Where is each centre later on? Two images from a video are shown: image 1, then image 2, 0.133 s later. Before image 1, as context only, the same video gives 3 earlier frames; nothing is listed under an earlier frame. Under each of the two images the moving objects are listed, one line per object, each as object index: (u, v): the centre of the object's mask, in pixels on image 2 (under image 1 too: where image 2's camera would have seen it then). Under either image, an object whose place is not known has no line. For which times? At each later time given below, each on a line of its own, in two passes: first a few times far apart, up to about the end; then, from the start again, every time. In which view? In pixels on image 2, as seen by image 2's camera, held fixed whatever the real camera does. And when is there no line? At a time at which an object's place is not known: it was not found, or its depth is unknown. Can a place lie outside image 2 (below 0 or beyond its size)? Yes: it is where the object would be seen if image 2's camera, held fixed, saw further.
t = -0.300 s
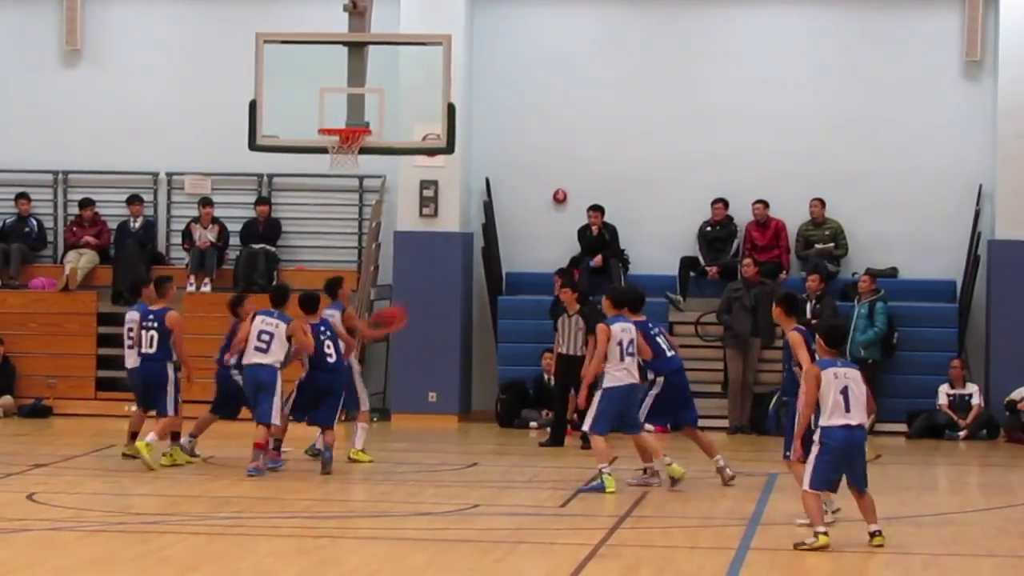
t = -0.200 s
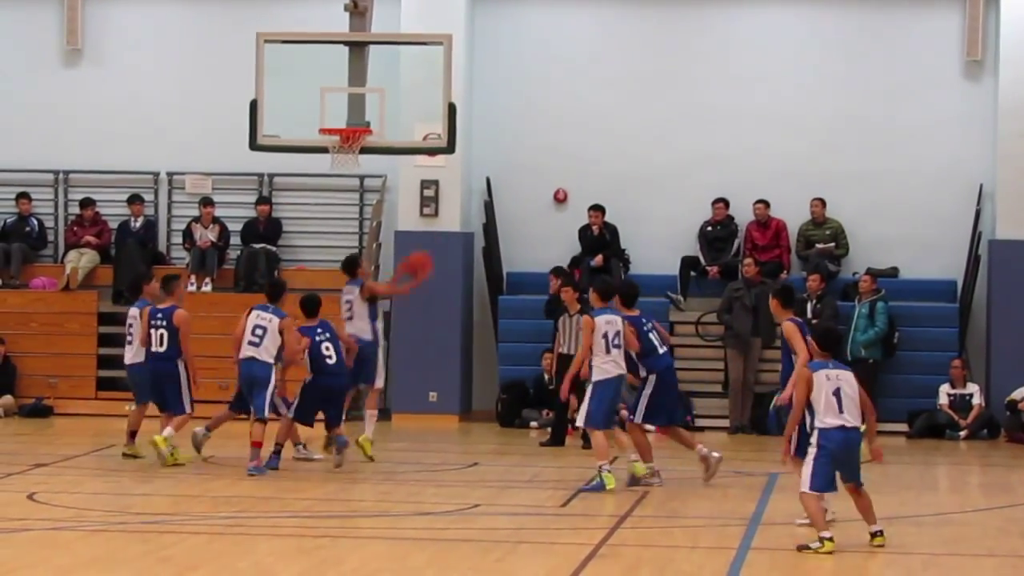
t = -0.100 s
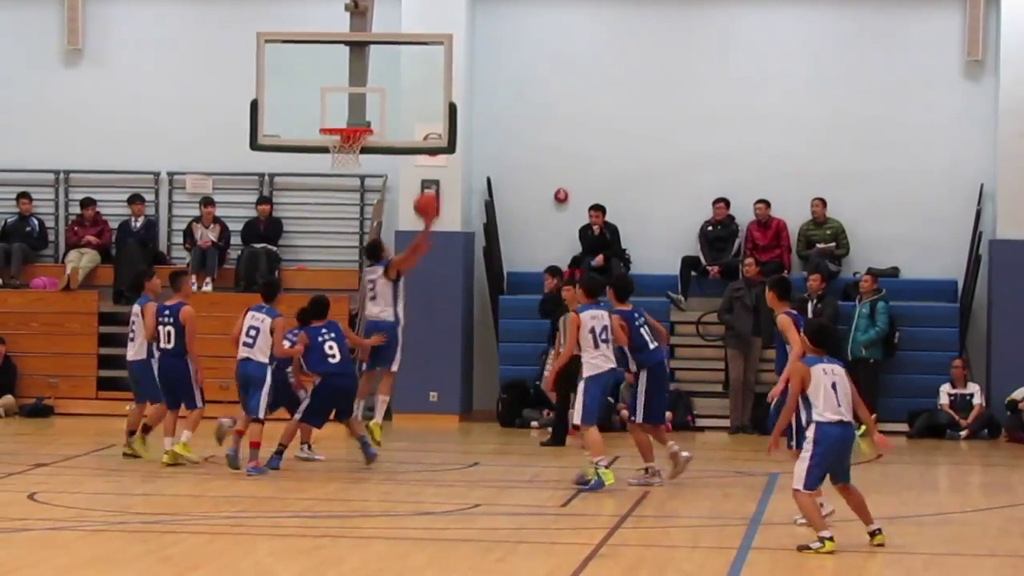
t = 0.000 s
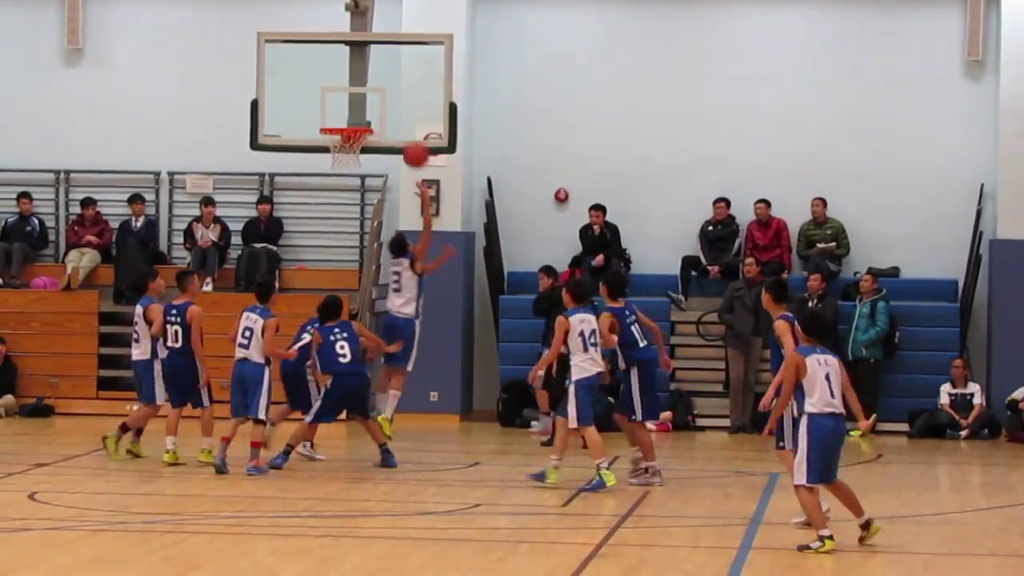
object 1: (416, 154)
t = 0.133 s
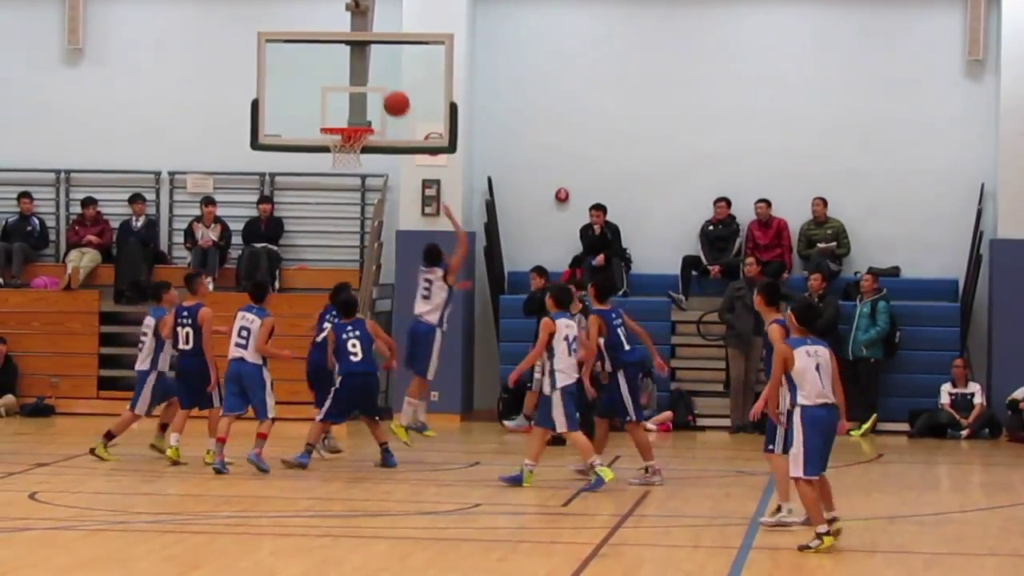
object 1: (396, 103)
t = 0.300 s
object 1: (372, 70)
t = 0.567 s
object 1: (335, 100)
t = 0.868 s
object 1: (375, 111)
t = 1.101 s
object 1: (420, 161)
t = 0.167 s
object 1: (391, 94)
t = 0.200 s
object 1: (386, 85)
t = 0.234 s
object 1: (382, 78)
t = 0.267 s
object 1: (377, 71)
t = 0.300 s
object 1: (372, 70)
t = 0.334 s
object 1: (368, 69)
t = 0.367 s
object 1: (364, 70)
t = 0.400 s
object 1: (359, 72)
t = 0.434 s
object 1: (355, 75)
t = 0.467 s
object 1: (351, 79)
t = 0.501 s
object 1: (345, 86)
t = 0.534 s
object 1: (340, 92)
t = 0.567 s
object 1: (335, 100)
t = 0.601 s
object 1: (331, 109)
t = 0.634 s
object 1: (329, 116)
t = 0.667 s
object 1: (335, 112)
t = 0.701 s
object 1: (342, 109)
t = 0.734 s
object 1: (349, 107)
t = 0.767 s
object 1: (355, 106)
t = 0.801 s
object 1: (361, 106)
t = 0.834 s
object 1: (369, 108)
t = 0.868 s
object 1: (375, 111)
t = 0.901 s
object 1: (382, 114)
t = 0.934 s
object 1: (388, 119)
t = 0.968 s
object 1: (395, 125)
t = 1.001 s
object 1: (401, 132)
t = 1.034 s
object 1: (408, 141)
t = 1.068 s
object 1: (414, 151)
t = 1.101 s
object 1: (420, 161)
